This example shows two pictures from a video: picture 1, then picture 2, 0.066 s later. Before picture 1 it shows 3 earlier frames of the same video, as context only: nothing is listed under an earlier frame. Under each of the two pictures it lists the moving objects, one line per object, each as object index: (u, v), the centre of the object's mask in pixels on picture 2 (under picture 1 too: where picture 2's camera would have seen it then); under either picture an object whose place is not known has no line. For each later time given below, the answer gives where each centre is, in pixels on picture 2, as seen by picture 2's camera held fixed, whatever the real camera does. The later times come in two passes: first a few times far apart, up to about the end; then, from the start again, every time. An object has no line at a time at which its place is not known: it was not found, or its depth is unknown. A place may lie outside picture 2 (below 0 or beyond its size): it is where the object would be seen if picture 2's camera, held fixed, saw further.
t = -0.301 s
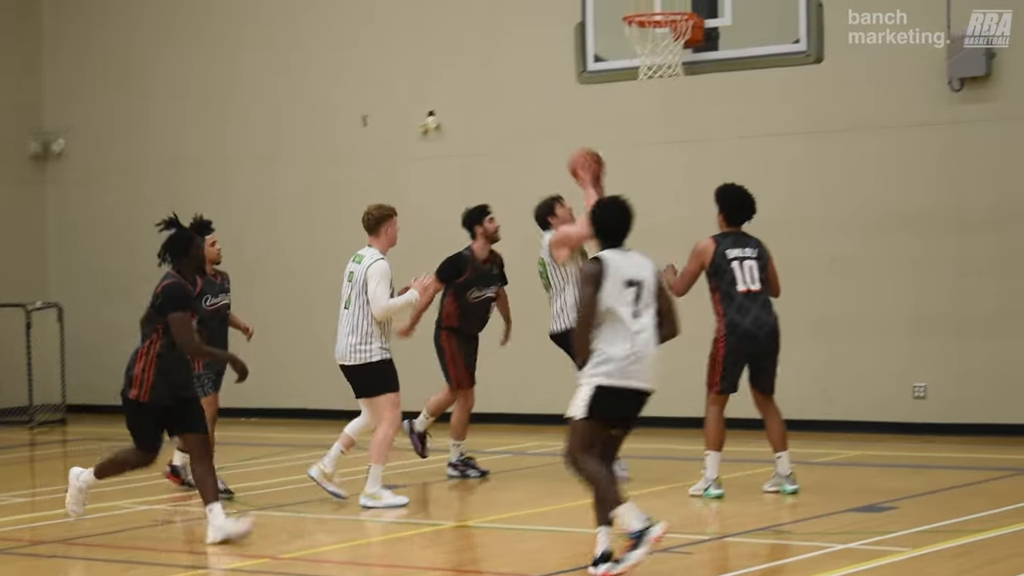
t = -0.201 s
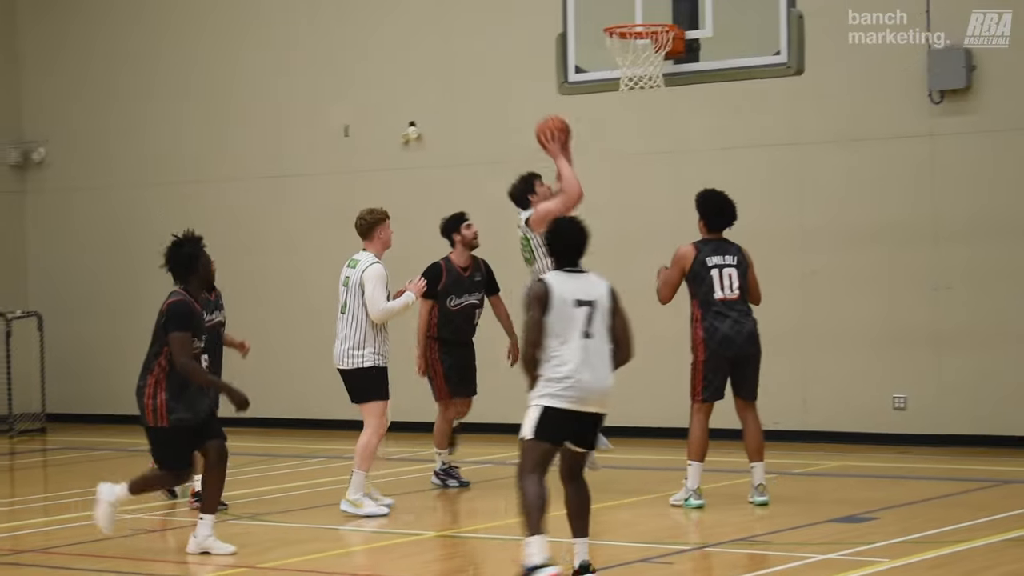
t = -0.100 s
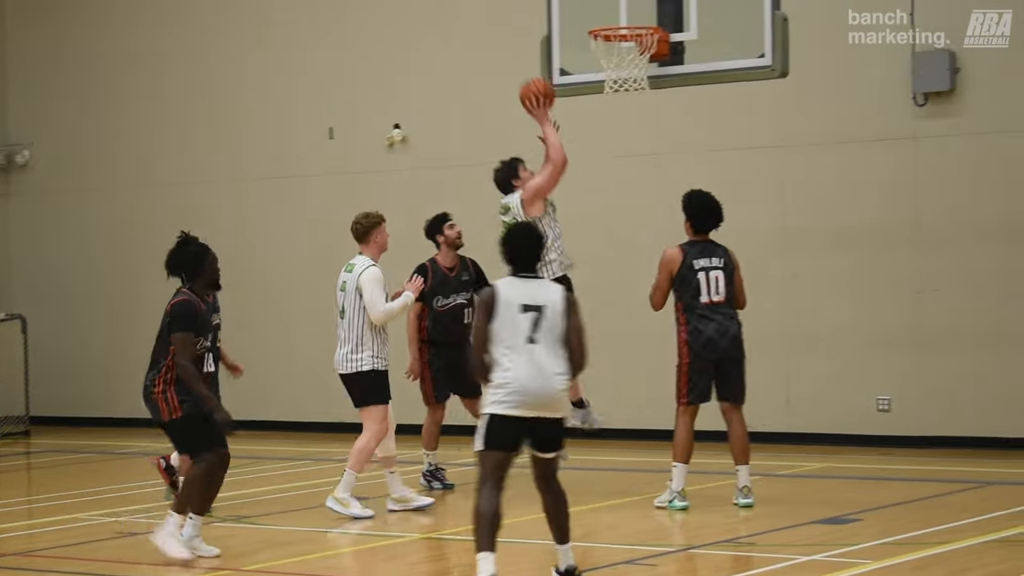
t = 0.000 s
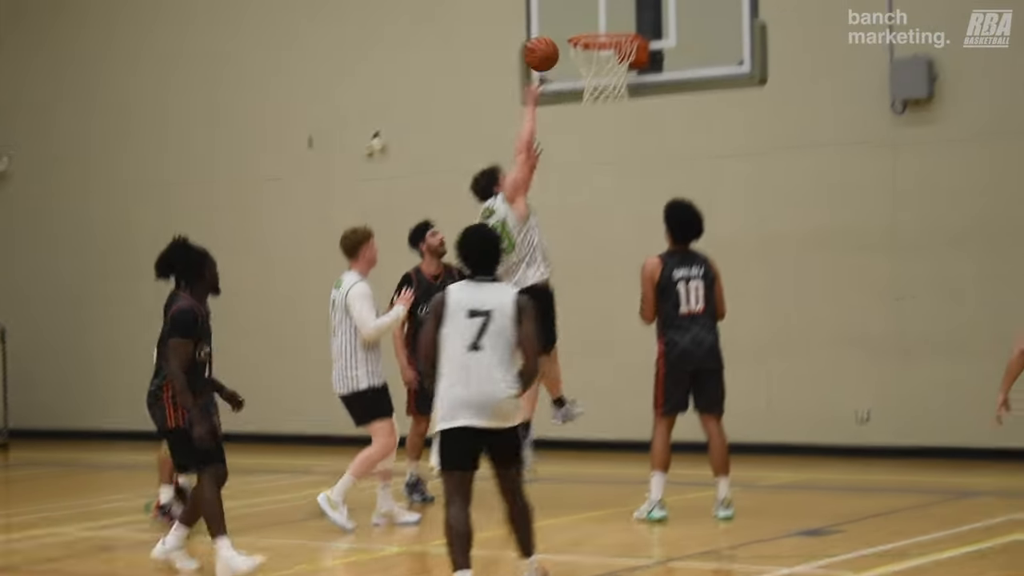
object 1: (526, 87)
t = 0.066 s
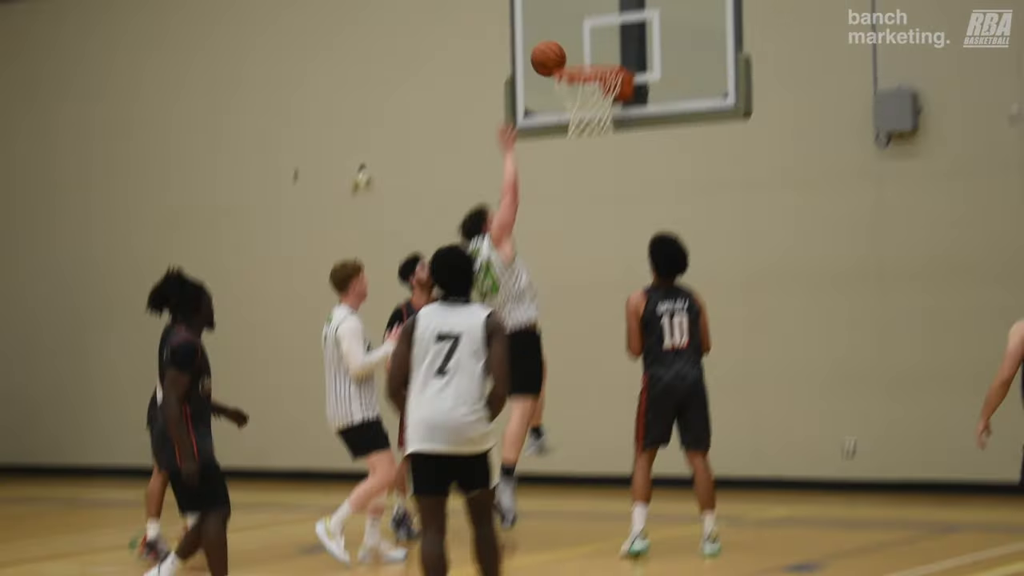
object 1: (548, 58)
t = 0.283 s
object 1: (583, 30)
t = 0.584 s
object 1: (581, 105)
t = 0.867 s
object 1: (586, 157)
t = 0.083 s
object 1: (554, 52)
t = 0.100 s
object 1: (560, 47)
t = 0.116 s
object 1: (565, 41)
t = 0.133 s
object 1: (571, 36)
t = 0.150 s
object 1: (576, 32)
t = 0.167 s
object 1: (578, 30)
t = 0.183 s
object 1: (578, 29)
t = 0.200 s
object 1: (579, 28)
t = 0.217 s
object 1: (580, 28)
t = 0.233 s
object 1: (581, 28)
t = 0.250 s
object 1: (581, 28)
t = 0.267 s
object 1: (582, 29)
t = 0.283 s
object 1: (583, 30)
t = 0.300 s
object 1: (584, 32)
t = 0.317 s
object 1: (585, 34)
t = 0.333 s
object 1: (585, 36)
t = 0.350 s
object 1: (586, 39)
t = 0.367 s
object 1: (587, 43)
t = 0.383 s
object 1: (588, 46)
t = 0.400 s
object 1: (588, 50)
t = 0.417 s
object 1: (589, 53)
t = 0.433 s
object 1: (590, 56)
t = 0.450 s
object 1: (591, 59)
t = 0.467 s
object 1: (591, 61)
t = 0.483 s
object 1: (590, 74)
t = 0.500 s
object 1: (588, 79)
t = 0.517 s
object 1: (587, 86)
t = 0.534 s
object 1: (585, 89)
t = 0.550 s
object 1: (582, 93)
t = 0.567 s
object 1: (582, 98)
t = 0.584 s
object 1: (581, 105)
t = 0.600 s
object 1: (579, 109)
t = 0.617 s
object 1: (583, 129)
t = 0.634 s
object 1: (583, 127)
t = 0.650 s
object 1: (582, 126)
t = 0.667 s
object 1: (581, 125)
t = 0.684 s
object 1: (581, 124)
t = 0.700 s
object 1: (581, 124)
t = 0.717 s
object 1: (582, 125)
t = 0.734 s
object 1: (583, 126)
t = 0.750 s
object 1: (583, 128)
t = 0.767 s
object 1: (583, 131)
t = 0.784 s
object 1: (584, 134)
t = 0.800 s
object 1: (584, 137)
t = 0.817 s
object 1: (584, 140)
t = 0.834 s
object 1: (585, 146)
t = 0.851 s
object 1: (585, 152)
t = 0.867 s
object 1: (586, 157)
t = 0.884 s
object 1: (587, 163)
